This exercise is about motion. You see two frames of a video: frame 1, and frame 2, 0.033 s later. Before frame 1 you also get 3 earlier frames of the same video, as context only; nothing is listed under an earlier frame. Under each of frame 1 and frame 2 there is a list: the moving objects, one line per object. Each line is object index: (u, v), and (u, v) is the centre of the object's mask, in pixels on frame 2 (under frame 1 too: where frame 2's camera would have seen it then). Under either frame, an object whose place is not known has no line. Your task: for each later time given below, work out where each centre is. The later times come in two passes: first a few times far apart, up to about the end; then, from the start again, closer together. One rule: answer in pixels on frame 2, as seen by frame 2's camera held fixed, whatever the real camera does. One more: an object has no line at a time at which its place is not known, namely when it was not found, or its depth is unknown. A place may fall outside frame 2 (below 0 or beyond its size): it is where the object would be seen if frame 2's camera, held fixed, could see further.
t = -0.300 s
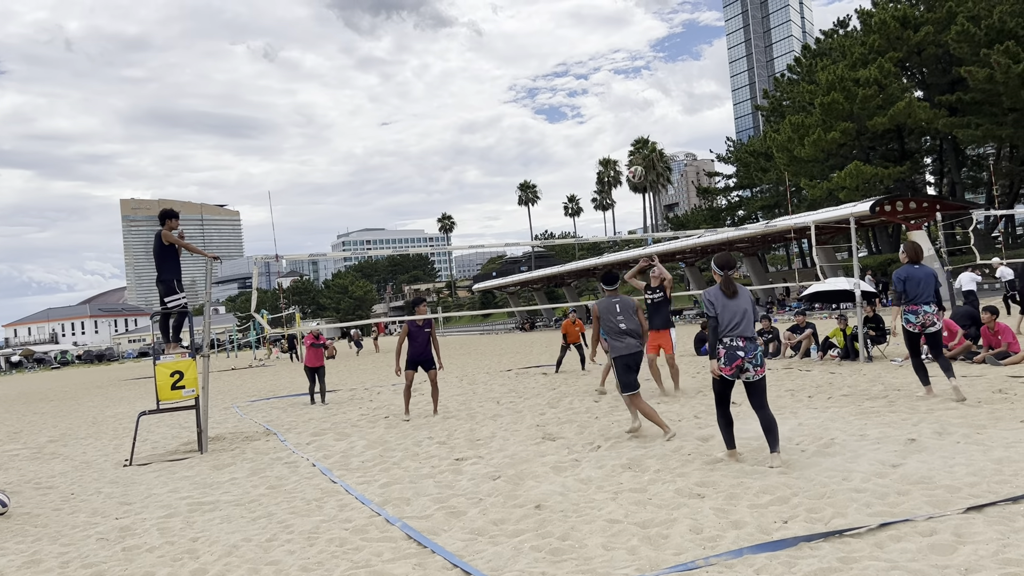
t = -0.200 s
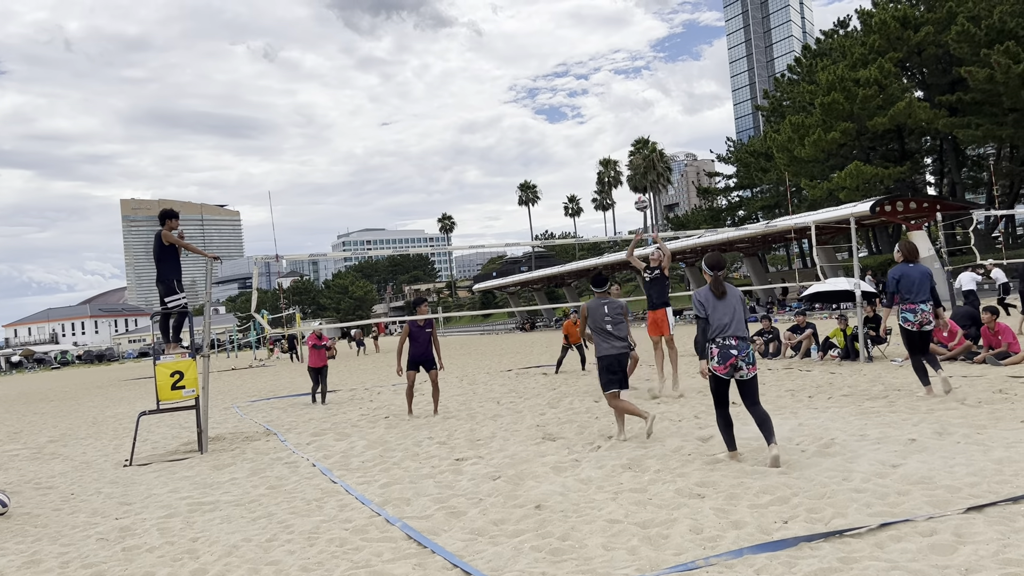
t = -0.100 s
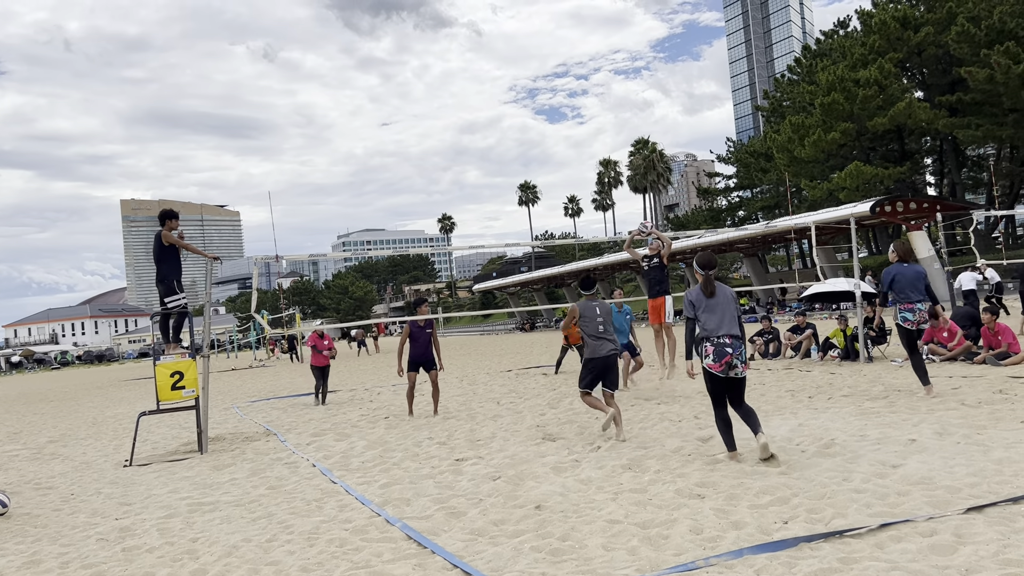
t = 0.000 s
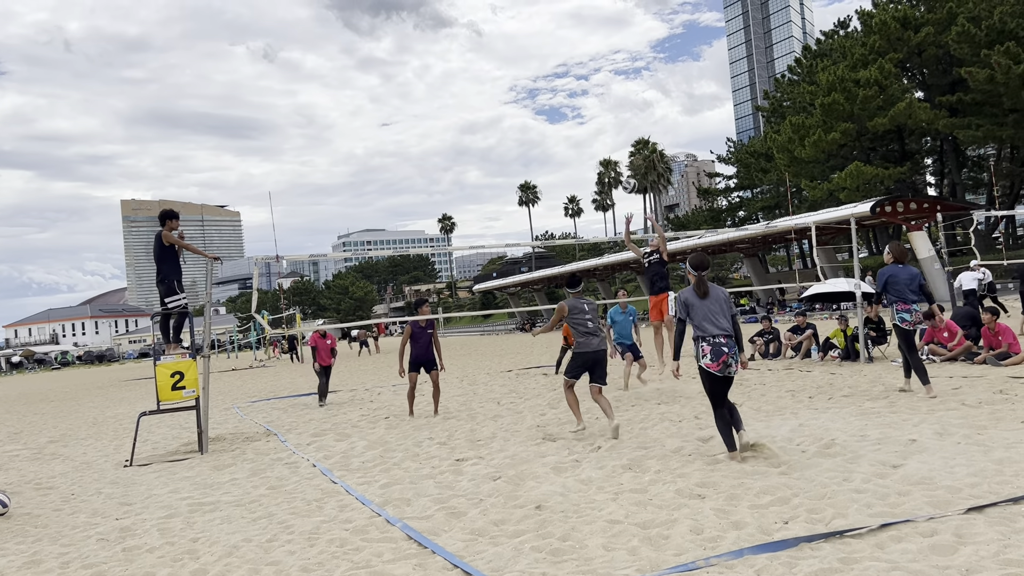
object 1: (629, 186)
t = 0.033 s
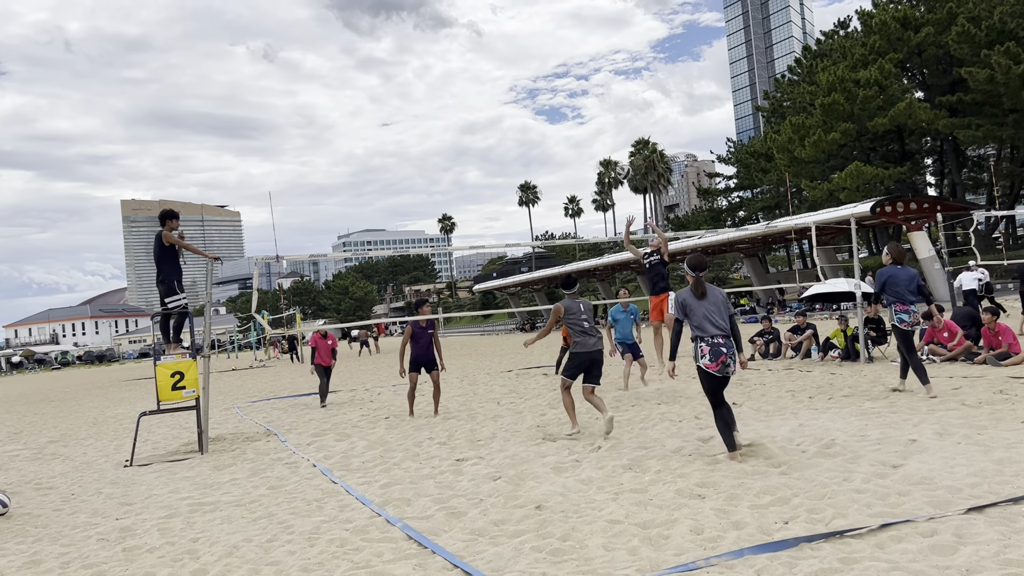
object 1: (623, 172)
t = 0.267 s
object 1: (586, 98)
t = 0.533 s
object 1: (548, 62)
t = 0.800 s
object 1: (516, 76)
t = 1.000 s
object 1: (497, 119)
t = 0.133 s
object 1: (607, 135)
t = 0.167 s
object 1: (601, 125)
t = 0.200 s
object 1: (596, 115)
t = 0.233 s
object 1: (591, 106)
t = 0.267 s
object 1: (586, 98)
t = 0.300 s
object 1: (580, 91)
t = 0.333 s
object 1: (575, 85)
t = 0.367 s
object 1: (571, 79)
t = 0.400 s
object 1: (566, 74)
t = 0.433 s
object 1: (561, 70)
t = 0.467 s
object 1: (557, 66)
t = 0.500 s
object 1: (552, 64)
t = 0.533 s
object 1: (548, 62)
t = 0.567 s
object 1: (544, 61)
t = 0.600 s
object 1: (539, 61)
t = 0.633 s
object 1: (535, 61)
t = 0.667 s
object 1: (531, 63)
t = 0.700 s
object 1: (527, 65)
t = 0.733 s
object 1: (524, 68)
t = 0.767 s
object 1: (520, 71)
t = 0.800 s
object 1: (516, 76)
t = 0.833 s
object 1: (513, 81)
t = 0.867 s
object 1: (509, 87)
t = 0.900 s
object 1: (506, 94)
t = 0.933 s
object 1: (503, 102)
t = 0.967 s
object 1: (500, 110)
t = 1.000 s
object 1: (497, 119)
